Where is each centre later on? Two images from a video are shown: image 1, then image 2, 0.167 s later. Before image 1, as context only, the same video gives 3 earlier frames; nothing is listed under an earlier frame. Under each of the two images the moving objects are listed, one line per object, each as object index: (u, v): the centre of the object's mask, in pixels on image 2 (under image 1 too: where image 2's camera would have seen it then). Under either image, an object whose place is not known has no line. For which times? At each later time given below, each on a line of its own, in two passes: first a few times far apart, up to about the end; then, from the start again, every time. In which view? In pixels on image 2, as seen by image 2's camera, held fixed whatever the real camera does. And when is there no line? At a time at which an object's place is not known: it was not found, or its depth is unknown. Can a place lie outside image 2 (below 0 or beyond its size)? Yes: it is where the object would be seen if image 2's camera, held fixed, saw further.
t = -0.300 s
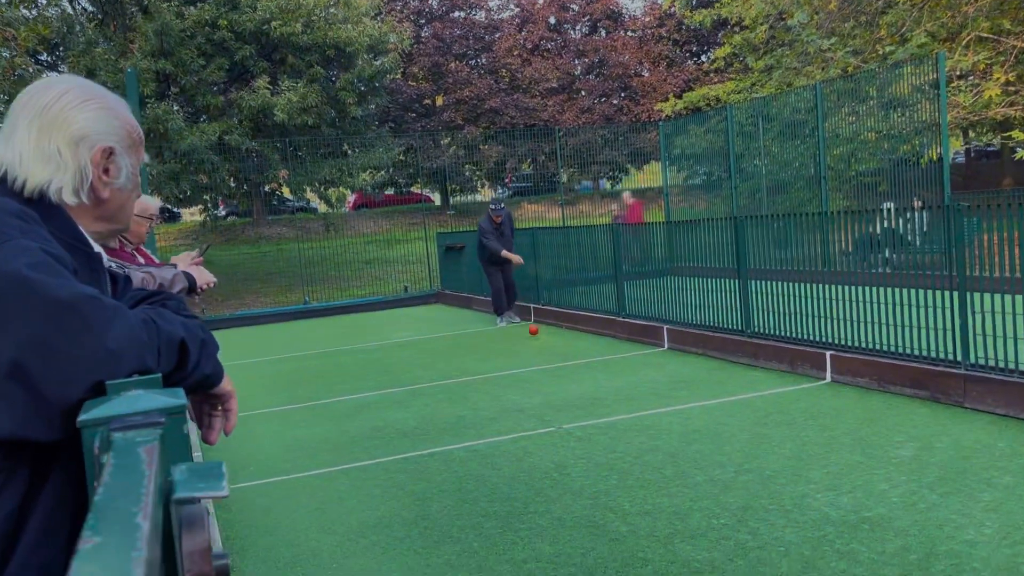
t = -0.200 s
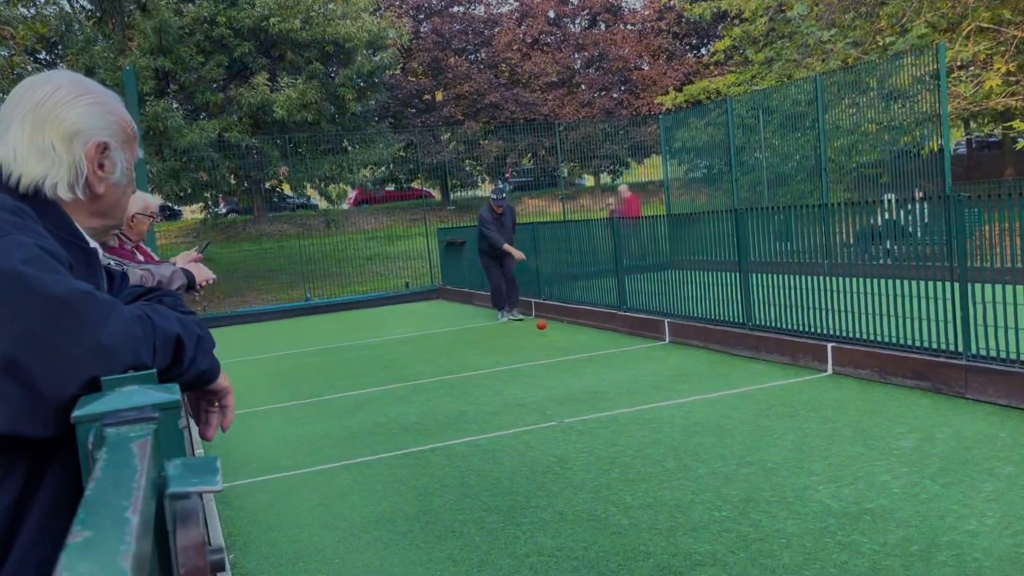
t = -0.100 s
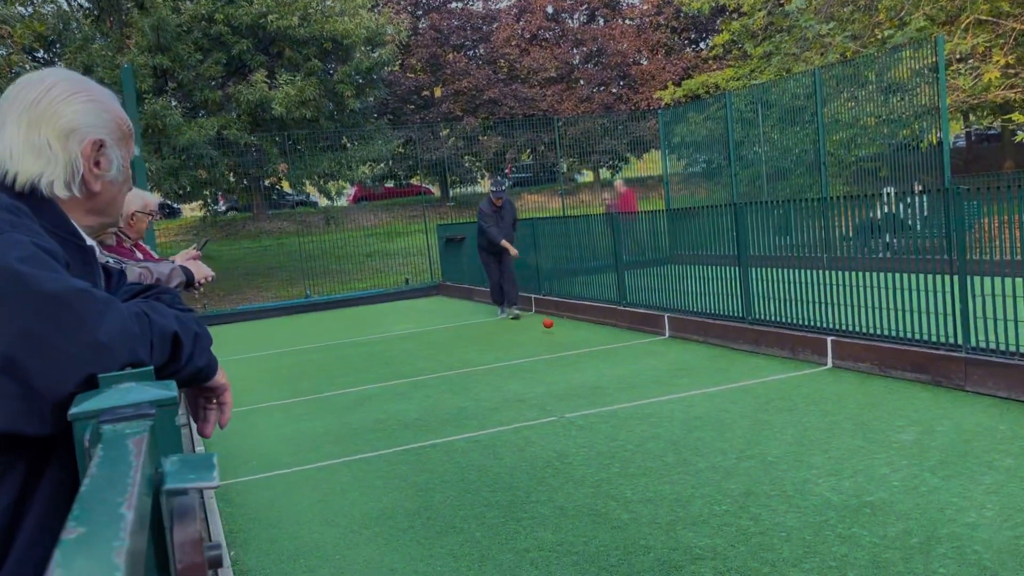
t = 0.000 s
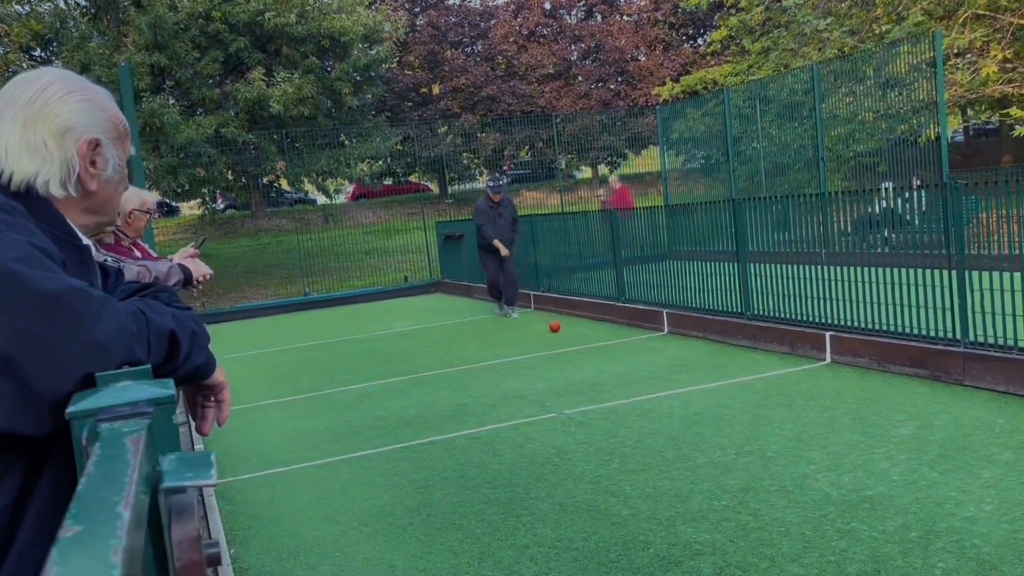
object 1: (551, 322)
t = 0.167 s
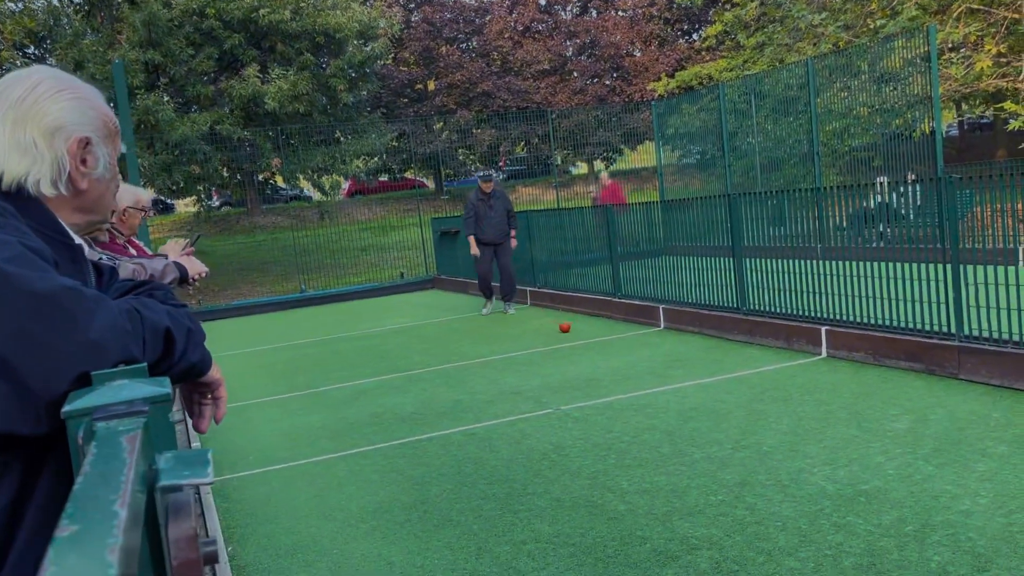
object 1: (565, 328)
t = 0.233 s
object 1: (570, 329)
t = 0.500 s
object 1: (596, 335)
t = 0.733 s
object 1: (620, 342)
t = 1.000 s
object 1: (652, 351)
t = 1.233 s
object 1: (683, 359)
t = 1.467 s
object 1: (717, 368)
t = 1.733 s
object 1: (761, 380)
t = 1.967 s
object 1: (804, 392)
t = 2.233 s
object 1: (860, 407)
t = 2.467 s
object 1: (915, 422)
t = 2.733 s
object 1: (989, 442)
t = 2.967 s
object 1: (1064, 464)
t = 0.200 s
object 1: (568, 328)
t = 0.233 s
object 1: (570, 329)
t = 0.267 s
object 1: (573, 330)
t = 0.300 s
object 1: (577, 331)
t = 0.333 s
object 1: (580, 331)
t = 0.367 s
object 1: (583, 332)
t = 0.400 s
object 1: (586, 333)
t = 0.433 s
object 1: (589, 334)
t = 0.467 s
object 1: (593, 334)
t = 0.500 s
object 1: (596, 335)
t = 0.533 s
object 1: (599, 337)
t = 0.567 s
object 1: (602, 338)
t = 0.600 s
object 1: (606, 338)
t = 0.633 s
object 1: (610, 339)
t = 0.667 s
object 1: (613, 340)
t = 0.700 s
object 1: (617, 341)
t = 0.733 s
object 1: (620, 342)
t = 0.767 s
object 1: (624, 343)
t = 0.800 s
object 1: (628, 344)
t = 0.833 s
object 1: (632, 345)
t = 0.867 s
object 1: (636, 346)
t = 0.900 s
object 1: (640, 347)
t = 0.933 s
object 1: (644, 349)
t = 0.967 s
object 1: (648, 350)
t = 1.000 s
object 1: (652, 351)
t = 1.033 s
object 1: (656, 352)
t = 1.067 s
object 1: (661, 354)
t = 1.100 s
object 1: (665, 355)
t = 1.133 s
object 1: (669, 356)
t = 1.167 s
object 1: (674, 357)
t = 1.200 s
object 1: (678, 358)
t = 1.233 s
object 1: (683, 359)
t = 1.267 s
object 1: (688, 361)
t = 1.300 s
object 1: (692, 362)
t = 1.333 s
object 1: (697, 363)
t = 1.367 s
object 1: (702, 364)
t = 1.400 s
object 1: (707, 365)
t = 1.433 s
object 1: (712, 367)
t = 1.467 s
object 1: (717, 368)
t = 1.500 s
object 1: (722, 369)
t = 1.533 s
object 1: (728, 371)
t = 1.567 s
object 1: (733, 373)
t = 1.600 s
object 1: (738, 374)
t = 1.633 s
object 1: (744, 376)
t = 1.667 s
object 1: (749, 377)
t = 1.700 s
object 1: (755, 379)
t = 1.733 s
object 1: (761, 380)
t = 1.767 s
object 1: (766, 382)
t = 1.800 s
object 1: (773, 384)
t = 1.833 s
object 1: (779, 385)
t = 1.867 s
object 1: (785, 387)
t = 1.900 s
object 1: (791, 388)
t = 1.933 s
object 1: (797, 390)
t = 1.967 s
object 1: (804, 392)
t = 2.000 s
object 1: (810, 393)
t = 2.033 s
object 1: (817, 395)
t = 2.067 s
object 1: (824, 397)
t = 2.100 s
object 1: (831, 399)
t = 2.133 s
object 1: (838, 401)
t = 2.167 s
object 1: (845, 403)
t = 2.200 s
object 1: (852, 405)
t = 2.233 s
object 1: (860, 407)
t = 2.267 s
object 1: (867, 409)
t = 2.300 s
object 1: (874, 411)
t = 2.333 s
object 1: (882, 413)
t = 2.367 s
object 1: (890, 415)
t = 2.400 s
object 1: (899, 417)
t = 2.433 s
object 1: (907, 419)
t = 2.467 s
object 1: (915, 422)
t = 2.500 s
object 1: (924, 425)
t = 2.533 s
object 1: (933, 427)
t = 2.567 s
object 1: (942, 429)
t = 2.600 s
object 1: (951, 432)
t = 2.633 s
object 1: (960, 434)
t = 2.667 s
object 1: (970, 437)
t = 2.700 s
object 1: (980, 440)
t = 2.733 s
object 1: (989, 442)
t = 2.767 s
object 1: (1000, 445)
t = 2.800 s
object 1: (1010, 448)
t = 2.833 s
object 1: (1021, 452)
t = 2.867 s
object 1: (1031, 454)
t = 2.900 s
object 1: (1042, 457)
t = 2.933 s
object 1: (1053, 460)
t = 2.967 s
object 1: (1064, 464)
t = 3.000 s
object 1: (1076, 467)
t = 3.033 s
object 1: (1087, 471)
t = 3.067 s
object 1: (1100, 474)
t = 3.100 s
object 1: (1112, 478)
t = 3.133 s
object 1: (1125, 481)
